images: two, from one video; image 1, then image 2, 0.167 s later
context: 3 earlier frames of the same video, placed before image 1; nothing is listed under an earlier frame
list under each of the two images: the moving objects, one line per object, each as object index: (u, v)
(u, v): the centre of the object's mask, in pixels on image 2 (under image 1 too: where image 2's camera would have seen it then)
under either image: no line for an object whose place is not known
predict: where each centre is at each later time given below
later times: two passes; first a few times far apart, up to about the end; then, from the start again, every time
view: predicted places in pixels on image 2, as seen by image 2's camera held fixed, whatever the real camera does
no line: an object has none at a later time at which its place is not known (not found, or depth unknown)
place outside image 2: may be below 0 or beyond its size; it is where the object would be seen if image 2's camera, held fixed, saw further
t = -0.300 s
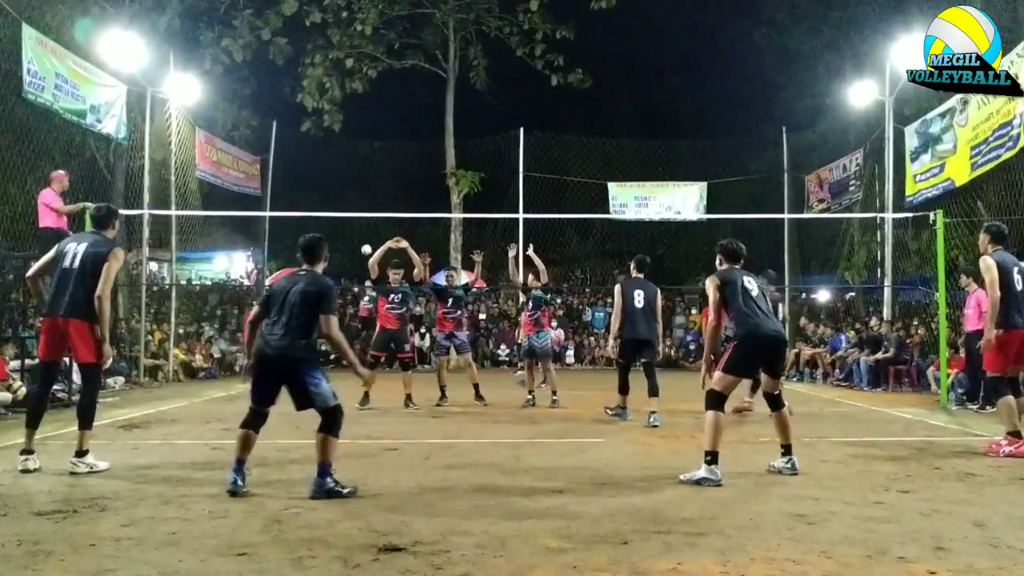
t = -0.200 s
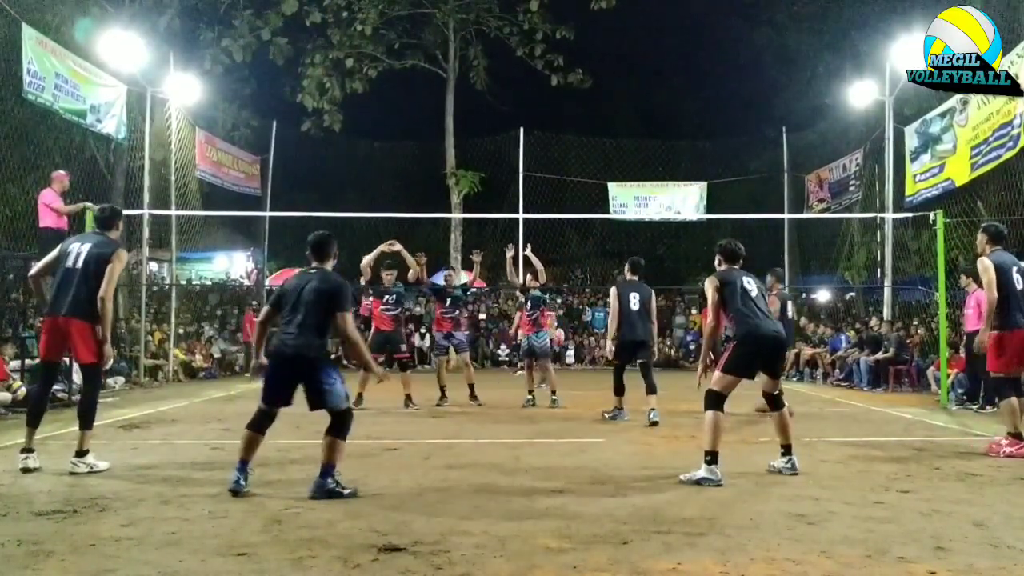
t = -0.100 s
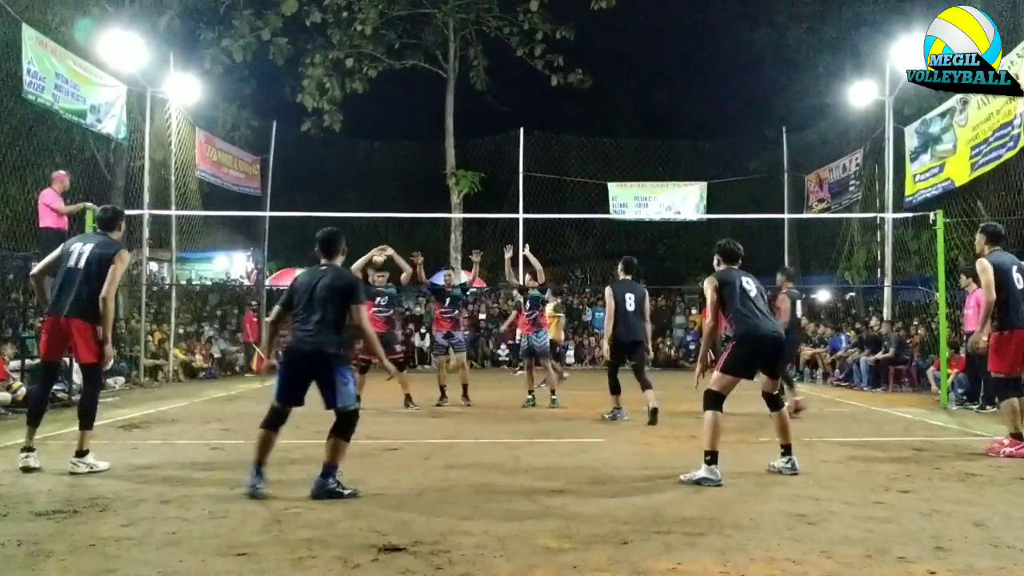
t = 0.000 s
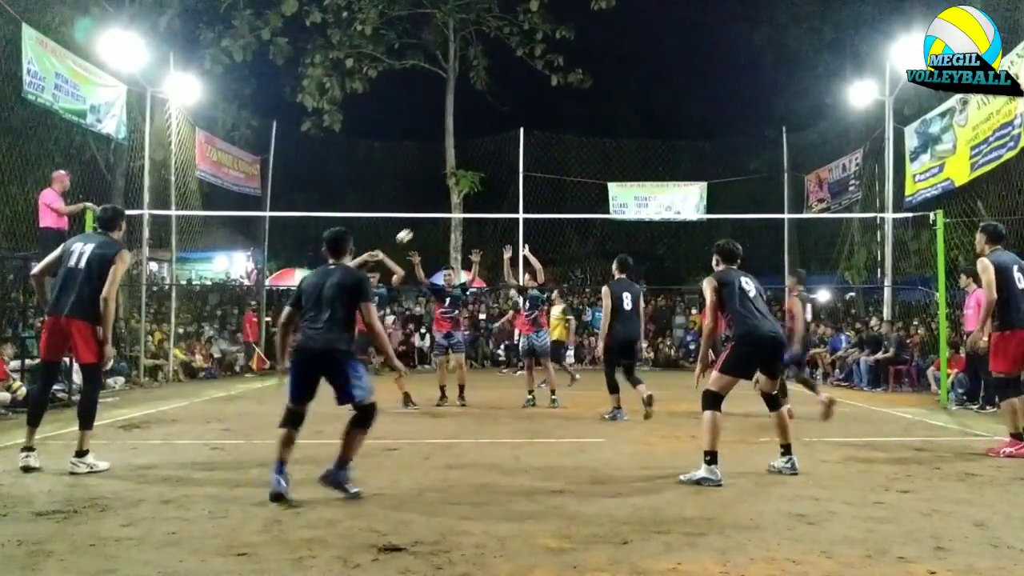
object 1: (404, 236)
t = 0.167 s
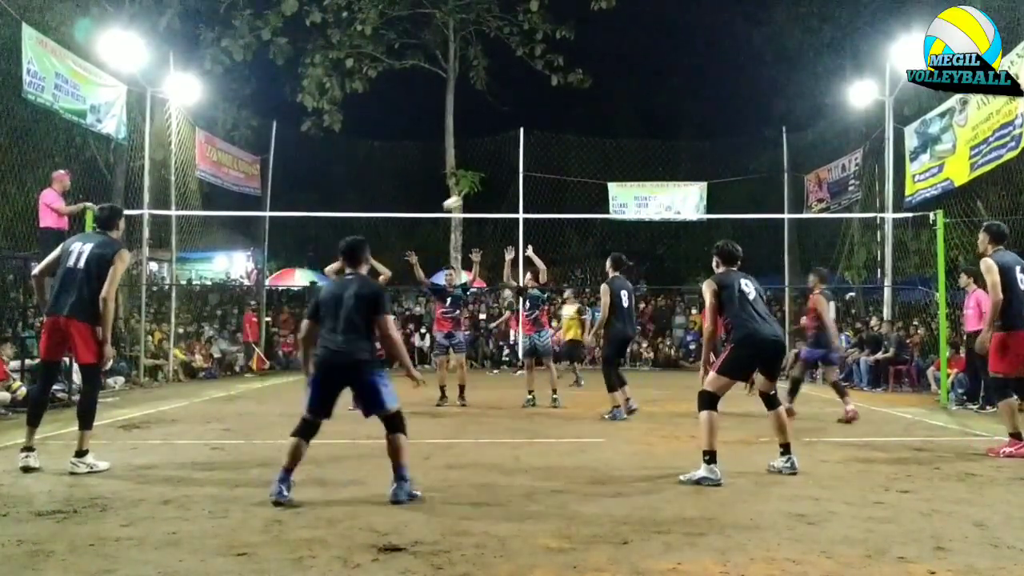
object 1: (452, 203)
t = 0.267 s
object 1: (486, 188)
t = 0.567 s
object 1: (622, 163)
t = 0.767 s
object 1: (759, 174)
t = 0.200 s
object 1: (463, 198)
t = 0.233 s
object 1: (472, 194)
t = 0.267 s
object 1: (486, 188)
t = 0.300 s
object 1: (498, 184)
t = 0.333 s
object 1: (509, 180)
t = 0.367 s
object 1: (525, 176)
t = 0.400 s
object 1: (539, 173)
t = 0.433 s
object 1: (553, 170)
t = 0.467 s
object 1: (570, 168)
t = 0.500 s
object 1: (587, 166)
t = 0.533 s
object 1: (602, 164)
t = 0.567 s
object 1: (622, 163)
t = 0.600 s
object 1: (643, 162)
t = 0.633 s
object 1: (661, 163)
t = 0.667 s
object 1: (684, 164)
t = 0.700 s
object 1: (709, 167)
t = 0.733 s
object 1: (731, 169)
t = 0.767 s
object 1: (759, 174)
